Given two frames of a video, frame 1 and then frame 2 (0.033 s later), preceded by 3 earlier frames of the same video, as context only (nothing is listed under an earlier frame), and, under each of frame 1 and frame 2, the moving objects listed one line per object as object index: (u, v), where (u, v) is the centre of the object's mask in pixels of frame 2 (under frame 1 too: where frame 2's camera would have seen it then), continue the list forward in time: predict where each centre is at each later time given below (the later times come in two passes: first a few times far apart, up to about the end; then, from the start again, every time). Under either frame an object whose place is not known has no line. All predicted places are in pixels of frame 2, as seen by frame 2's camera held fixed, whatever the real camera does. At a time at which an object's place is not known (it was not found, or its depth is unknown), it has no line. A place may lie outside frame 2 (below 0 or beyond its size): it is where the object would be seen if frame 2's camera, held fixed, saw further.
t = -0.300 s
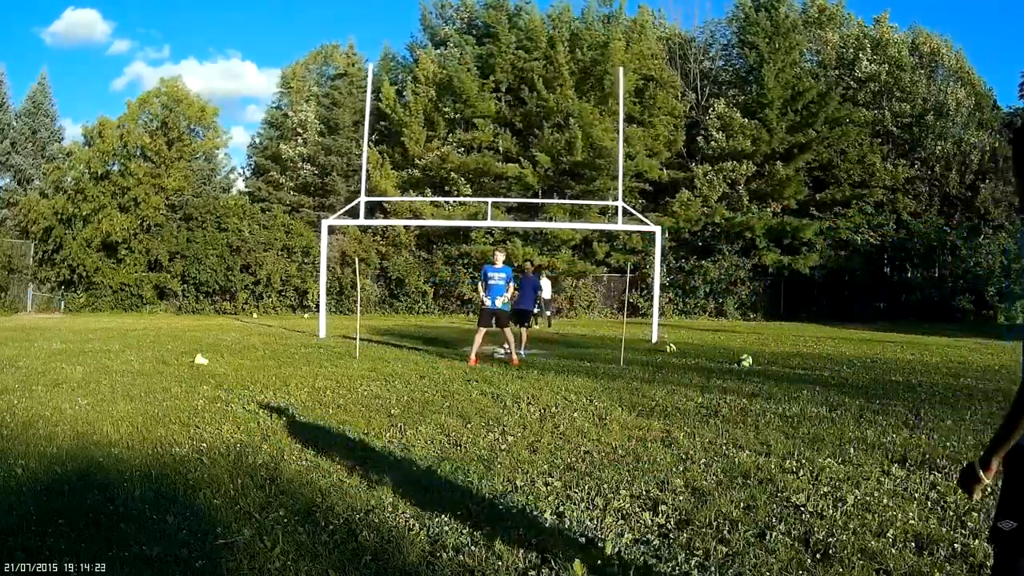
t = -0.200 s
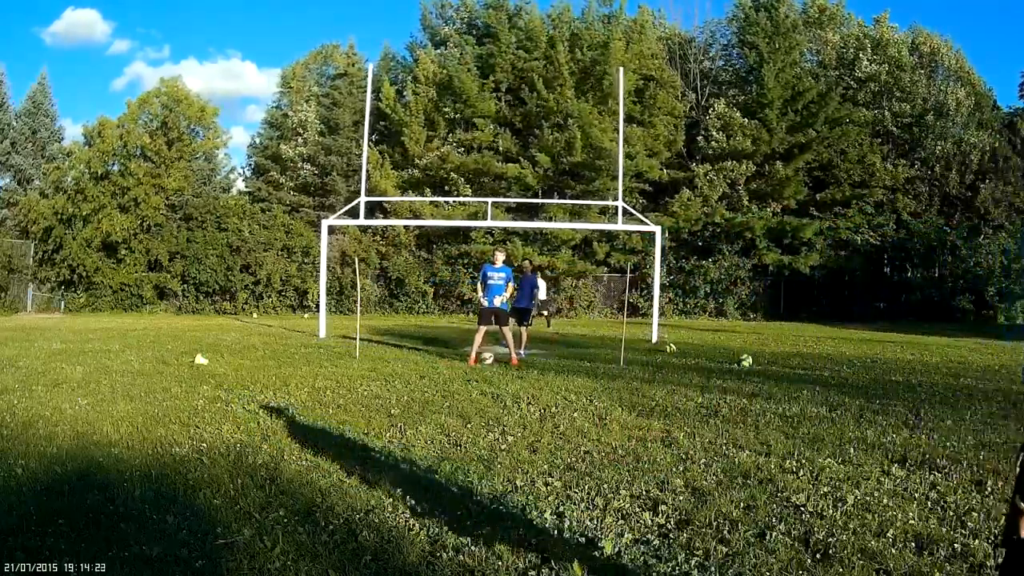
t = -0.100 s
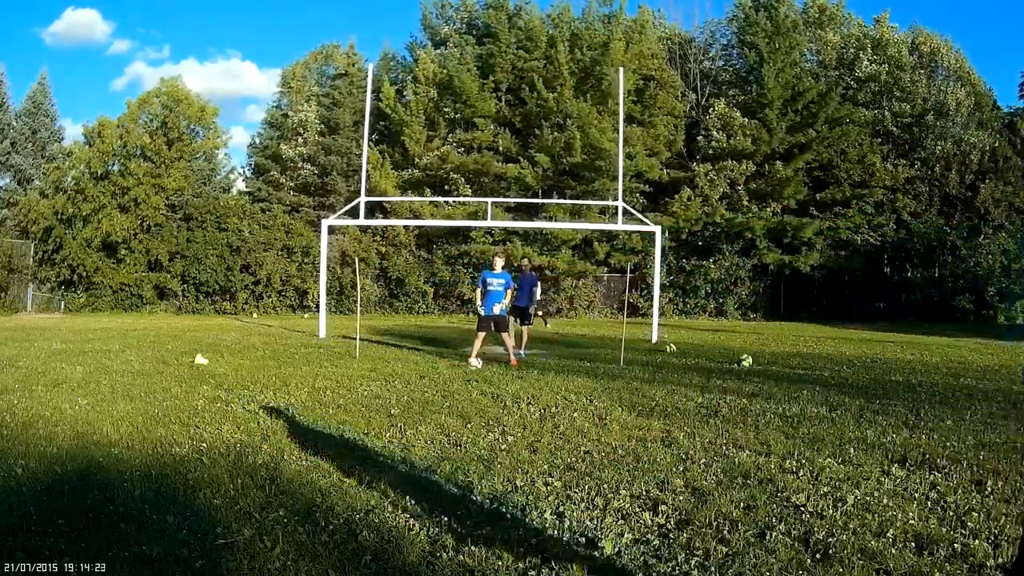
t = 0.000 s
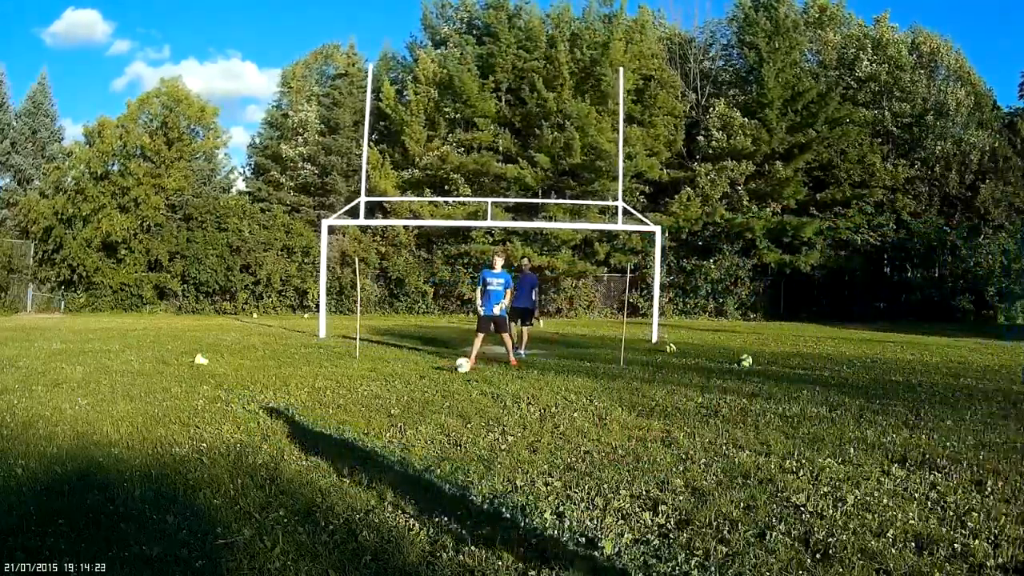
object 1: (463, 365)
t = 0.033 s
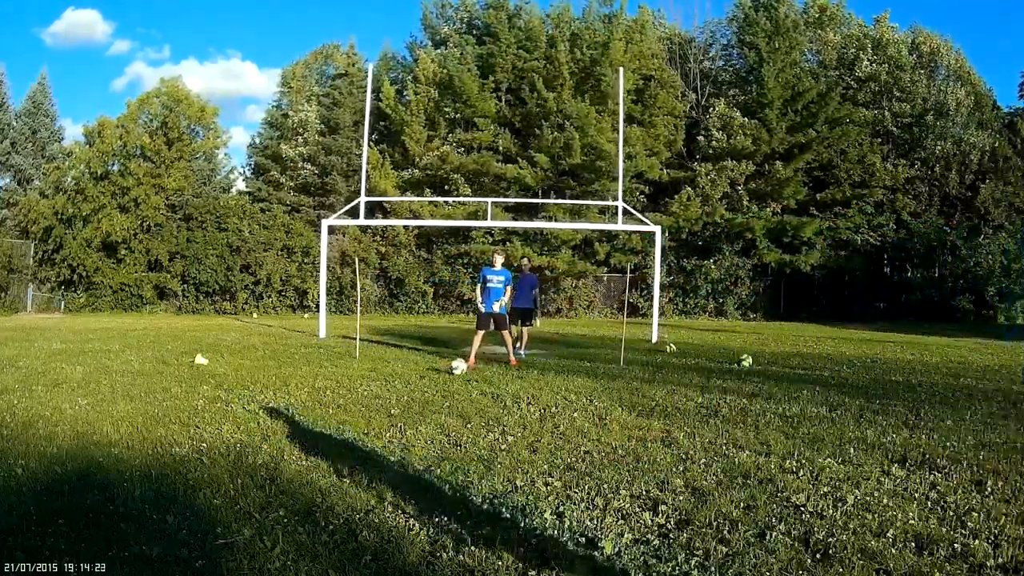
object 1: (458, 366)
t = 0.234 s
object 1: (431, 382)
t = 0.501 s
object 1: (389, 399)
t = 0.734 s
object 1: (344, 417)
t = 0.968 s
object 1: (285, 440)
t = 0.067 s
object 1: (454, 369)
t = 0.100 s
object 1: (449, 374)
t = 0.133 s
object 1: (444, 377)
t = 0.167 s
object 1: (440, 378)
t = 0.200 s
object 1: (436, 379)
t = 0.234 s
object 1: (431, 382)
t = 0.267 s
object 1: (427, 384)
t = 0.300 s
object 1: (422, 385)
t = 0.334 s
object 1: (417, 386)
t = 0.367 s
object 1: (411, 388)
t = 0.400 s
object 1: (407, 390)
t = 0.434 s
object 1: (401, 392)
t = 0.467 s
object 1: (394, 395)
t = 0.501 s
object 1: (389, 399)
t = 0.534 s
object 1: (384, 399)
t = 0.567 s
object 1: (378, 400)
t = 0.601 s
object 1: (371, 402)
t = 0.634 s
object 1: (364, 406)
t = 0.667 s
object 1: (358, 411)
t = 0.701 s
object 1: (351, 416)
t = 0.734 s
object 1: (344, 417)
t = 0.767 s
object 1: (336, 420)
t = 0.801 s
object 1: (328, 423)
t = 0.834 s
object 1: (321, 427)
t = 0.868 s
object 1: (312, 430)
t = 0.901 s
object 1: (303, 434)
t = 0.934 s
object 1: (293, 436)
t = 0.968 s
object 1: (285, 440)
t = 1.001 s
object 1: (275, 443)
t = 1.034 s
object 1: (266, 446)
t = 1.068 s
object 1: (256, 450)
